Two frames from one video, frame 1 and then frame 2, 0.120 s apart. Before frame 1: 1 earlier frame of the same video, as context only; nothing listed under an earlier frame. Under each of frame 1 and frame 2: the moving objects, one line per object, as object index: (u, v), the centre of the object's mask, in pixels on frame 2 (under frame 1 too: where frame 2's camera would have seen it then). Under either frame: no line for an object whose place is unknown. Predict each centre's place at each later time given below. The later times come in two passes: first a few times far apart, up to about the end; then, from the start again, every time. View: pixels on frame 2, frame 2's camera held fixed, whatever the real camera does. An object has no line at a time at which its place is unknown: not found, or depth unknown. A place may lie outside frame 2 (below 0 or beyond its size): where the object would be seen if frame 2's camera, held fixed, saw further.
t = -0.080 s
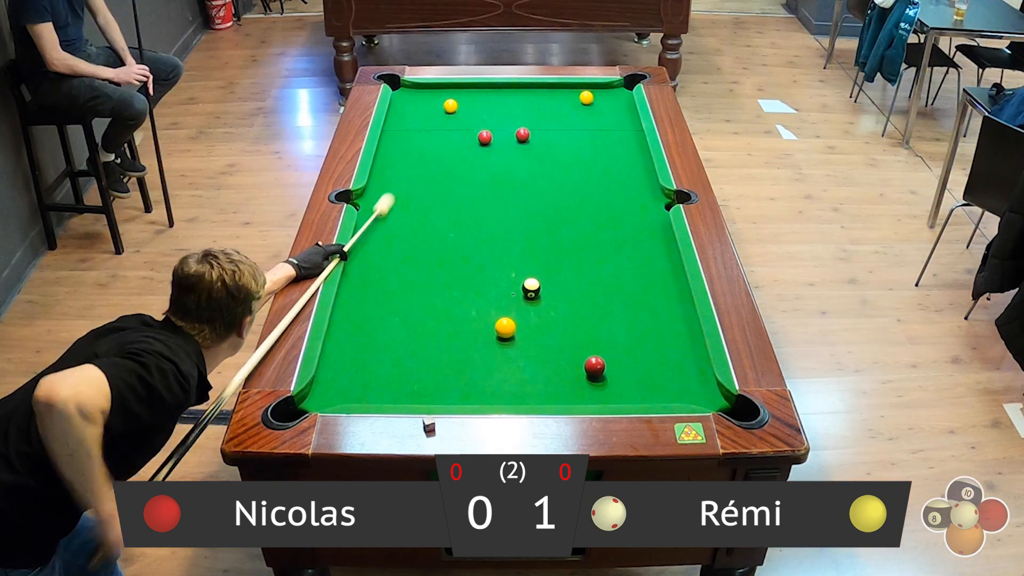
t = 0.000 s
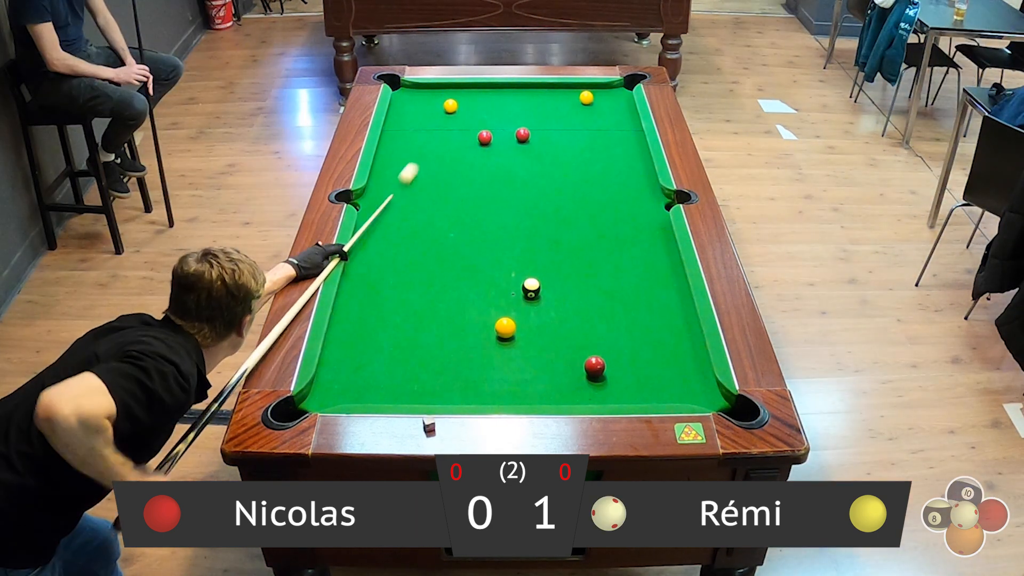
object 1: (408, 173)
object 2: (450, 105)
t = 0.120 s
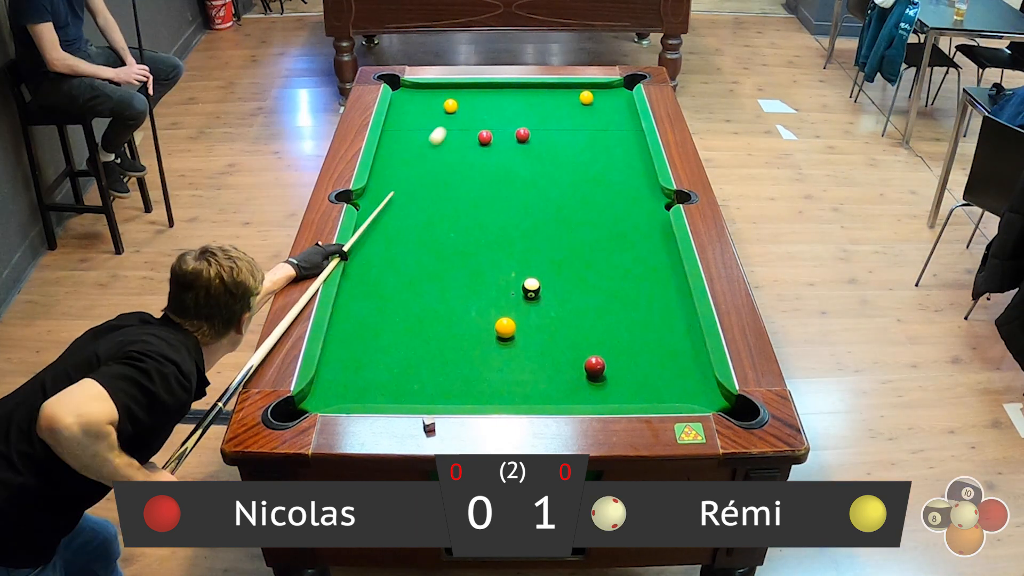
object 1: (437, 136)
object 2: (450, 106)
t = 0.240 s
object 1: (465, 108)
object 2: (447, 103)
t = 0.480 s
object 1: (536, 90)
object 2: (419, 86)
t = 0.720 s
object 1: (586, 111)
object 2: (398, 95)
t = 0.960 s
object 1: (637, 133)
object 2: (409, 103)
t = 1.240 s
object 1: (606, 160)
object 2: (421, 112)
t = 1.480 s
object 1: (577, 184)
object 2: (431, 119)
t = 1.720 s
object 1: (545, 210)
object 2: (441, 126)
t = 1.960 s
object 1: (512, 238)
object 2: (449, 133)
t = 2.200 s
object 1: (476, 267)
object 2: (457, 139)
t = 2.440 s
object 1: (438, 298)
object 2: (464, 144)
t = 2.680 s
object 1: (398, 330)
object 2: (470, 149)
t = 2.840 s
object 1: (370, 352)
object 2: (474, 151)
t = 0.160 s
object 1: (446, 125)
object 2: (450, 105)
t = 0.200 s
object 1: (454, 115)
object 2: (449, 104)
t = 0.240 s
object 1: (465, 108)
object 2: (447, 103)
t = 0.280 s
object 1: (480, 103)
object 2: (442, 100)
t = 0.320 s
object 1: (494, 98)
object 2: (436, 96)
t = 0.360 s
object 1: (506, 93)
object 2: (432, 94)
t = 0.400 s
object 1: (518, 88)
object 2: (428, 91)
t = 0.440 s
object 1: (528, 87)
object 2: (424, 88)
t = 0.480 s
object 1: (536, 90)
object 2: (419, 86)
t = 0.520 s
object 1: (544, 94)
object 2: (416, 87)
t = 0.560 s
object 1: (552, 97)
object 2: (412, 89)
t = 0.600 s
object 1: (561, 101)
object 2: (408, 90)
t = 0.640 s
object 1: (569, 104)
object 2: (405, 92)
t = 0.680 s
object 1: (577, 108)
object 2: (401, 93)
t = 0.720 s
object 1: (586, 111)
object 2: (398, 95)
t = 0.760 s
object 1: (594, 114)
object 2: (400, 96)
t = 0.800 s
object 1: (603, 118)
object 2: (402, 98)
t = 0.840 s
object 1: (612, 122)
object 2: (403, 99)
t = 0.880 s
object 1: (621, 126)
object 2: (405, 100)
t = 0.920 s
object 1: (630, 129)
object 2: (407, 102)
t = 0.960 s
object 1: (637, 133)
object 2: (409, 103)
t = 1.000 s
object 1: (633, 137)
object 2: (410, 104)
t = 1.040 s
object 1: (629, 140)
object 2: (412, 105)
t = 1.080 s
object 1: (625, 144)
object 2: (414, 107)
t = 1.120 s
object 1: (620, 148)
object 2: (416, 108)
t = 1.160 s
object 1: (616, 152)
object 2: (417, 109)
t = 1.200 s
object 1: (611, 156)
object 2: (419, 110)
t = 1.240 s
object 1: (606, 160)
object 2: (421, 112)
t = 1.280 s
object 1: (602, 163)
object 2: (423, 113)
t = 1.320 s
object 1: (597, 167)
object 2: (424, 114)
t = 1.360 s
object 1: (592, 172)
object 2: (426, 115)
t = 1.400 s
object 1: (587, 176)
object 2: (428, 117)
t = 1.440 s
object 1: (582, 180)
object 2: (429, 118)
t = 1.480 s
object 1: (577, 184)
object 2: (431, 119)
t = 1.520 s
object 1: (572, 188)
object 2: (433, 120)
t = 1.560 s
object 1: (567, 192)
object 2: (434, 121)
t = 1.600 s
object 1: (562, 197)
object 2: (436, 122)
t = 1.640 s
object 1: (556, 201)
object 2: (437, 124)
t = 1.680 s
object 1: (551, 206)
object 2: (439, 125)
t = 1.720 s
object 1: (545, 210)
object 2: (441, 126)
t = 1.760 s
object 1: (540, 215)
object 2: (442, 127)
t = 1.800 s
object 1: (534, 219)
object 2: (444, 128)
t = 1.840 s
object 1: (529, 224)
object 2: (445, 129)
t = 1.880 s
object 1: (523, 228)
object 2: (447, 131)
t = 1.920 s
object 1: (517, 233)
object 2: (448, 132)
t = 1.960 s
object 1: (512, 238)
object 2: (449, 133)
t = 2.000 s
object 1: (506, 243)
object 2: (451, 134)
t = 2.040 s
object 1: (500, 247)
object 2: (452, 135)
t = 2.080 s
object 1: (494, 252)
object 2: (454, 136)
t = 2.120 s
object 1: (488, 257)
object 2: (455, 137)
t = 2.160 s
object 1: (482, 262)
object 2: (456, 138)
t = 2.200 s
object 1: (476, 267)
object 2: (457, 139)
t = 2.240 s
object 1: (469, 272)
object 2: (459, 140)
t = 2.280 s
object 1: (463, 277)
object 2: (460, 141)
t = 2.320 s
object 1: (457, 282)
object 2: (461, 141)
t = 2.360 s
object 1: (451, 287)
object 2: (462, 142)
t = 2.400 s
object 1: (444, 292)
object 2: (463, 143)
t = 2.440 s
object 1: (438, 298)
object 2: (464, 144)
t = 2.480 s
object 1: (431, 303)
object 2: (465, 145)
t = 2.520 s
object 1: (425, 308)
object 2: (466, 146)
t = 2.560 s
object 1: (418, 314)
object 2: (467, 147)
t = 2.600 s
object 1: (411, 319)
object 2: (468, 147)
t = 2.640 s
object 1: (405, 325)
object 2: (469, 148)
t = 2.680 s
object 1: (398, 330)
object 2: (470, 149)
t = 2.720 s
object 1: (391, 336)
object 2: (471, 149)
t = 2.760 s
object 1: (384, 341)
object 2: (472, 150)
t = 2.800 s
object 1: (377, 347)
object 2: (473, 151)
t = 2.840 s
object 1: (370, 352)
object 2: (474, 151)
